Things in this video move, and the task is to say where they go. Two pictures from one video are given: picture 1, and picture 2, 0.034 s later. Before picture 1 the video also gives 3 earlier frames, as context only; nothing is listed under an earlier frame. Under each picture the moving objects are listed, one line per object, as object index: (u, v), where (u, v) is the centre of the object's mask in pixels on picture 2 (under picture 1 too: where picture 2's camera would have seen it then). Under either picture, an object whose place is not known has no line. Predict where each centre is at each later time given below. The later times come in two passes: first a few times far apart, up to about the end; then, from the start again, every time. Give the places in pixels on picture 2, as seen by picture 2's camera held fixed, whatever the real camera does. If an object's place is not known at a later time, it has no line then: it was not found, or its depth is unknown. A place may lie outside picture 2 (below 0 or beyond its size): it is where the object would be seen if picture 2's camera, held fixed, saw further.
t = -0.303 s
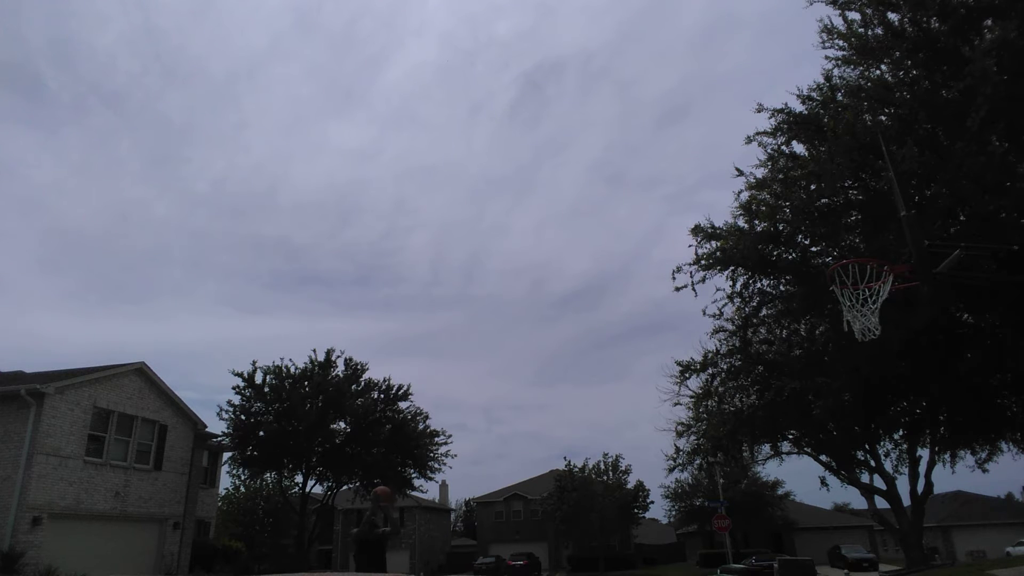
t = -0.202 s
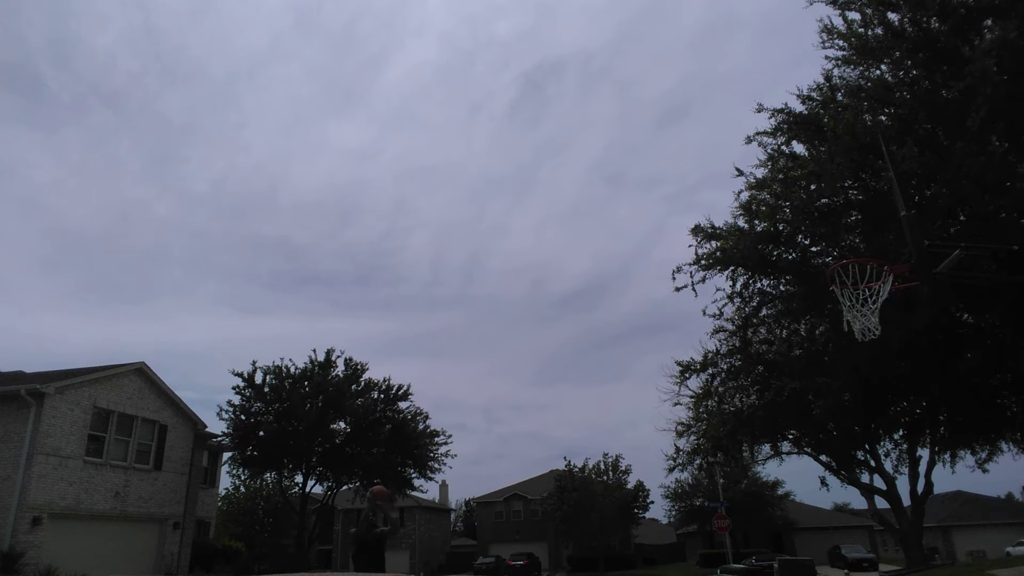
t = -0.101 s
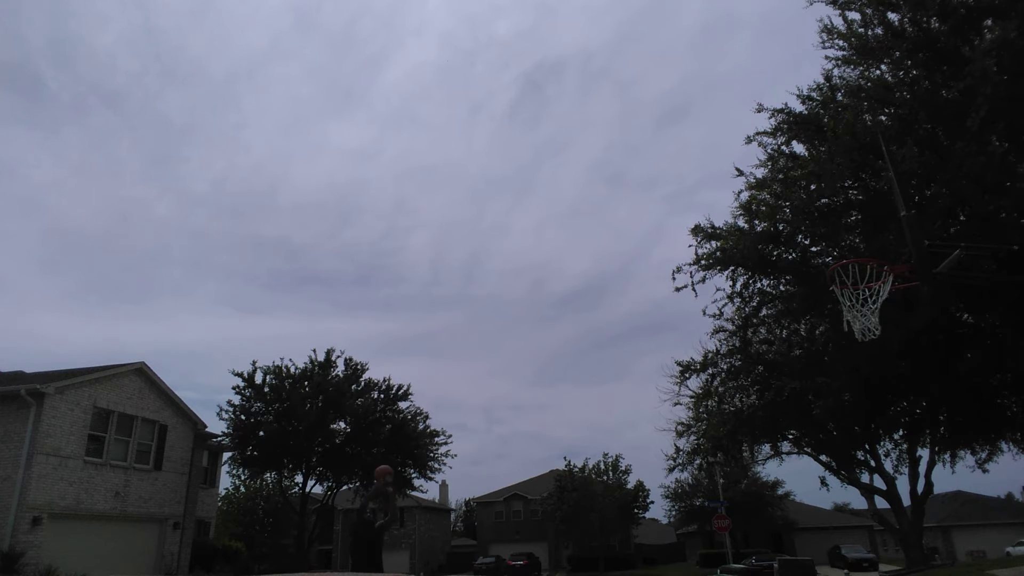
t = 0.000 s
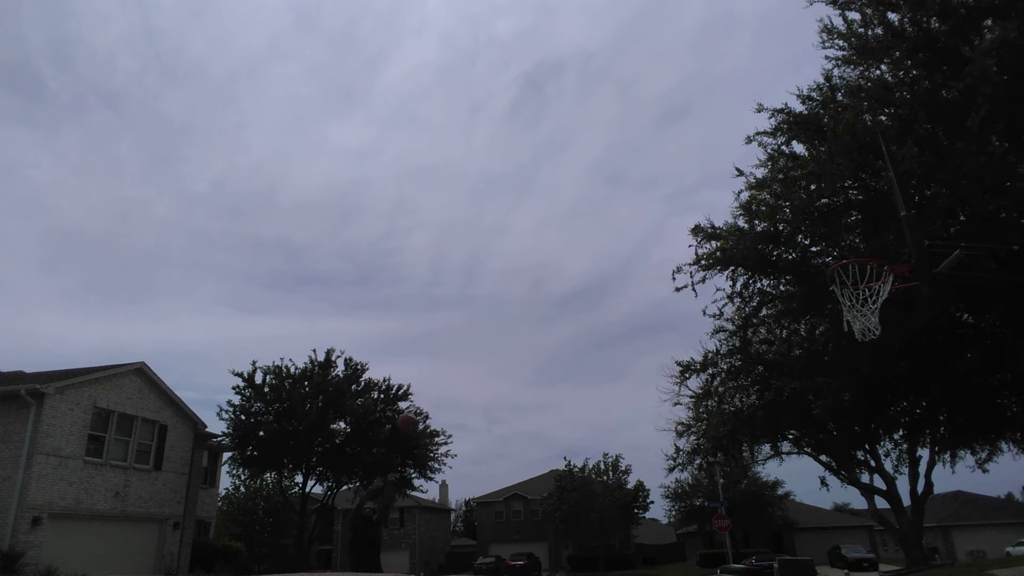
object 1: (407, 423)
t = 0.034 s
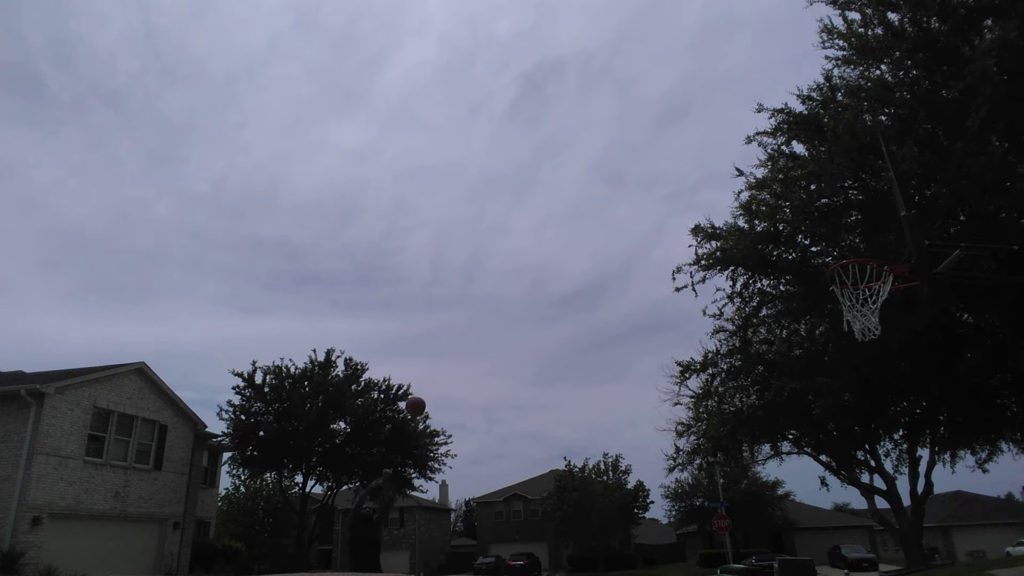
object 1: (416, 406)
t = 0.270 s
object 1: (477, 309)
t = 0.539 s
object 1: (560, 238)
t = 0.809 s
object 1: (672, 220)
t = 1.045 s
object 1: (817, 271)
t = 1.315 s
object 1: (708, 223)
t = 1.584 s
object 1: (613, 260)
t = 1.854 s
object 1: (525, 394)
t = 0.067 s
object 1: (424, 390)
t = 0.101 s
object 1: (432, 375)
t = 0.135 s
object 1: (441, 360)
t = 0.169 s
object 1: (450, 347)
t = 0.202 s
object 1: (458, 333)
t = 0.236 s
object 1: (467, 321)
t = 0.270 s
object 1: (477, 309)
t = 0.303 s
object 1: (486, 297)
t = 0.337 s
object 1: (496, 287)
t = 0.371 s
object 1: (505, 277)
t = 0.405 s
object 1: (516, 268)
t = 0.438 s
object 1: (526, 259)
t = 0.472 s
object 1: (537, 251)
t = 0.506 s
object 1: (548, 244)
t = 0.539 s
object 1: (560, 238)
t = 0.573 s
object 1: (572, 232)
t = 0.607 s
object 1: (584, 228)
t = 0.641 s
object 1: (597, 224)
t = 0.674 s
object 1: (611, 221)
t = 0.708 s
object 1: (625, 219)
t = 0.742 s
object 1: (640, 218)
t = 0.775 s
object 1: (655, 219)
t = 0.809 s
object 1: (672, 220)
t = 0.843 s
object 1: (690, 223)
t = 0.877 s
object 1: (708, 227)
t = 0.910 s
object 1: (728, 232)
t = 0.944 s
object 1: (749, 237)
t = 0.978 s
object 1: (771, 249)
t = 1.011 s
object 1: (796, 260)
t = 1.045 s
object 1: (817, 271)
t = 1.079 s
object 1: (804, 262)
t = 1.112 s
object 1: (789, 252)
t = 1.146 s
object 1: (774, 243)
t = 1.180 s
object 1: (761, 235)
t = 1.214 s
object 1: (747, 231)
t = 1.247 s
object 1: (734, 227)
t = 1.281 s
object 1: (720, 224)
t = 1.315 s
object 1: (708, 223)
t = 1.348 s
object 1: (695, 222)
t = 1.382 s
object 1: (683, 224)
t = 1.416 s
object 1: (671, 226)
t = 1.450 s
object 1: (659, 230)
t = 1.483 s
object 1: (648, 235)
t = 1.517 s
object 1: (636, 242)
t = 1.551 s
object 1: (625, 250)
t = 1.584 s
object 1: (613, 260)
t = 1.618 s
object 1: (602, 271)
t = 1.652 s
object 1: (591, 283)
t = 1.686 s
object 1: (580, 297)
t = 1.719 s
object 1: (569, 313)
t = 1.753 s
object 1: (558, 330)
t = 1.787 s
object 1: (547, 349)
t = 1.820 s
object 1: (536, 370)
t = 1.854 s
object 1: (525, 394)
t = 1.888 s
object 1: (513, 419)
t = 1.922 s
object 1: (502, 446)
